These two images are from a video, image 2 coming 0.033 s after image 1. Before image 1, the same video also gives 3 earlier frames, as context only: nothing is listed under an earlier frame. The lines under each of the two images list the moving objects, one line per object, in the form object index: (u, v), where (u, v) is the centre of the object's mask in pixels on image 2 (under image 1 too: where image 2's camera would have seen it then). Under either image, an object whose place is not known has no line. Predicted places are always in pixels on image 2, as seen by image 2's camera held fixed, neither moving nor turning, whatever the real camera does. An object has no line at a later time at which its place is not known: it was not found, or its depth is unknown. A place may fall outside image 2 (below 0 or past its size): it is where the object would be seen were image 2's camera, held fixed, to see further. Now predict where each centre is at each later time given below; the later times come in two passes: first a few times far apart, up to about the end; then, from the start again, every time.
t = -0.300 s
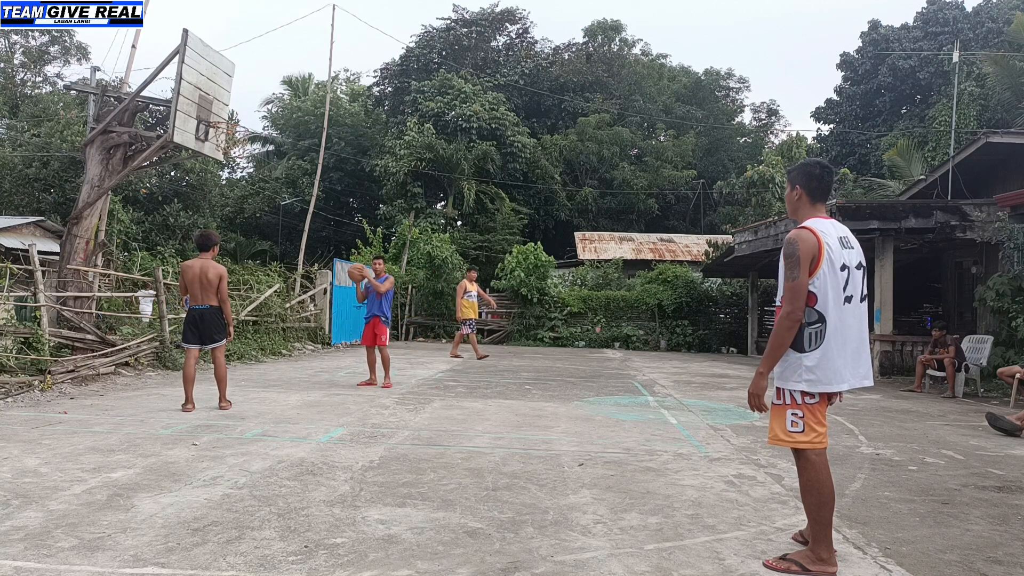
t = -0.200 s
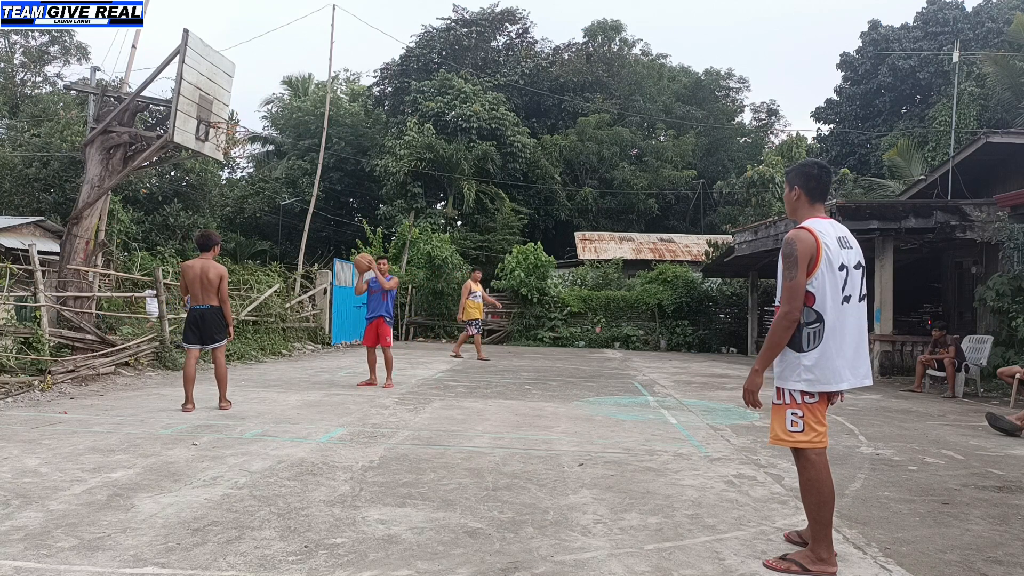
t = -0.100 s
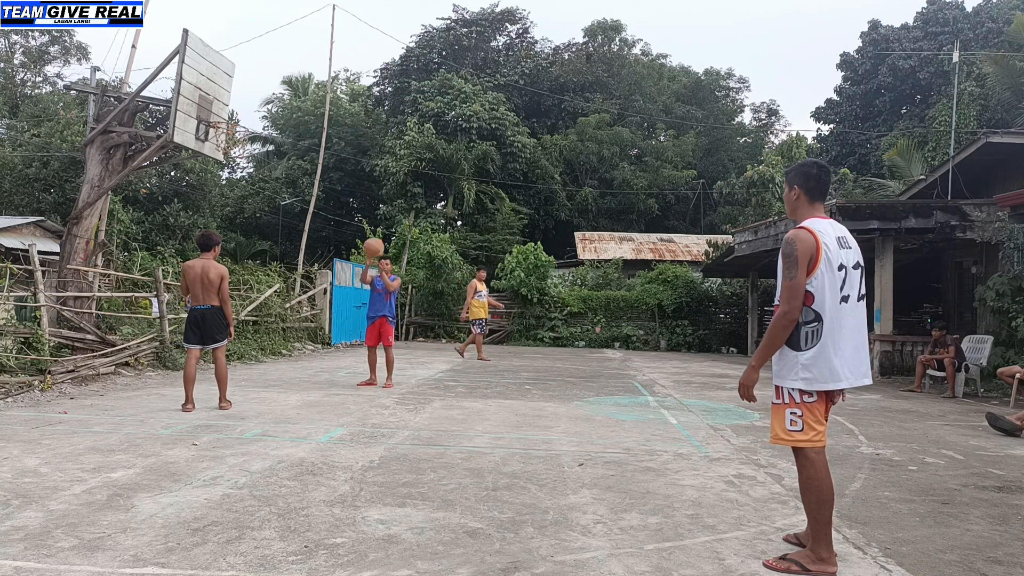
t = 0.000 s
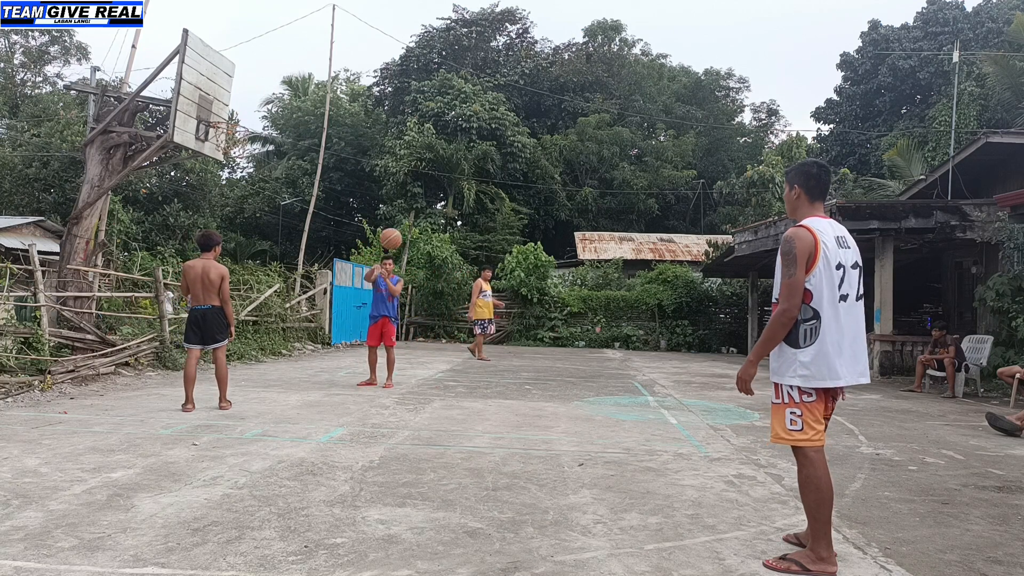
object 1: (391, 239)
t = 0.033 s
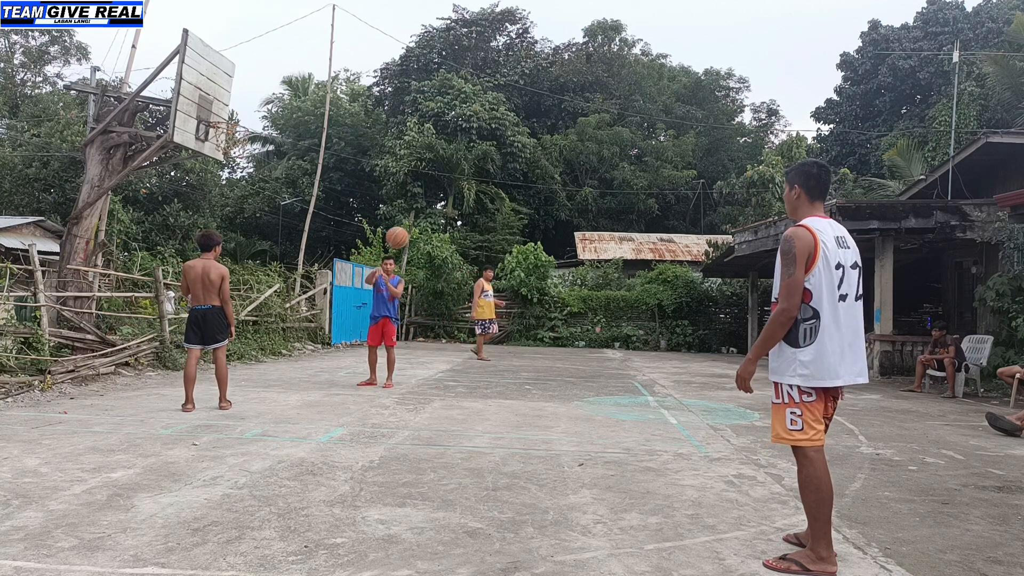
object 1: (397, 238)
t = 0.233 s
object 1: (439, 253)
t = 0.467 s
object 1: (506, 341)
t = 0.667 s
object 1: (574, 411)
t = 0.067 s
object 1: (404, 237)
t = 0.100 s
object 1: (410, 238)
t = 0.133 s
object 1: (417, 240)
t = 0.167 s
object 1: (424, 244)
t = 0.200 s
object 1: (432, 248)
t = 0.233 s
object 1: (439, 253)
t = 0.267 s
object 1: (448, 261)
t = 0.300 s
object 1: (456, 269)
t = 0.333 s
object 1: (466, 279)
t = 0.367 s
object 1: (474, 292)
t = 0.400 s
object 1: (484, 305)
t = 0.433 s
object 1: (495, 322)
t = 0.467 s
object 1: (506, 341)
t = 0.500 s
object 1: (517, 361)
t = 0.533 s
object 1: (530, 386)
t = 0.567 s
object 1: (544, 413)
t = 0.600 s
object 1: (558, 445)
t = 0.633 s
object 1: (566, 430)
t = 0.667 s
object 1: (574, 411)
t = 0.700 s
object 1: (582, 393)
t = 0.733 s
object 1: (589, 376)
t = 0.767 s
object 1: (598, 360)
